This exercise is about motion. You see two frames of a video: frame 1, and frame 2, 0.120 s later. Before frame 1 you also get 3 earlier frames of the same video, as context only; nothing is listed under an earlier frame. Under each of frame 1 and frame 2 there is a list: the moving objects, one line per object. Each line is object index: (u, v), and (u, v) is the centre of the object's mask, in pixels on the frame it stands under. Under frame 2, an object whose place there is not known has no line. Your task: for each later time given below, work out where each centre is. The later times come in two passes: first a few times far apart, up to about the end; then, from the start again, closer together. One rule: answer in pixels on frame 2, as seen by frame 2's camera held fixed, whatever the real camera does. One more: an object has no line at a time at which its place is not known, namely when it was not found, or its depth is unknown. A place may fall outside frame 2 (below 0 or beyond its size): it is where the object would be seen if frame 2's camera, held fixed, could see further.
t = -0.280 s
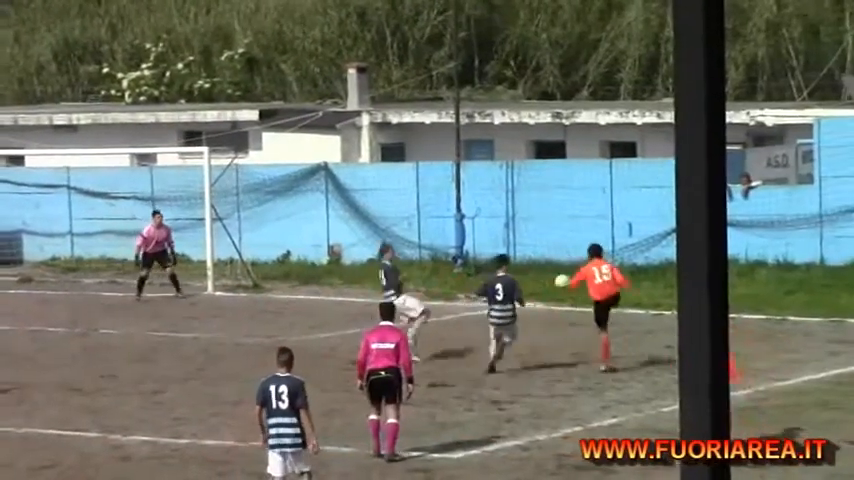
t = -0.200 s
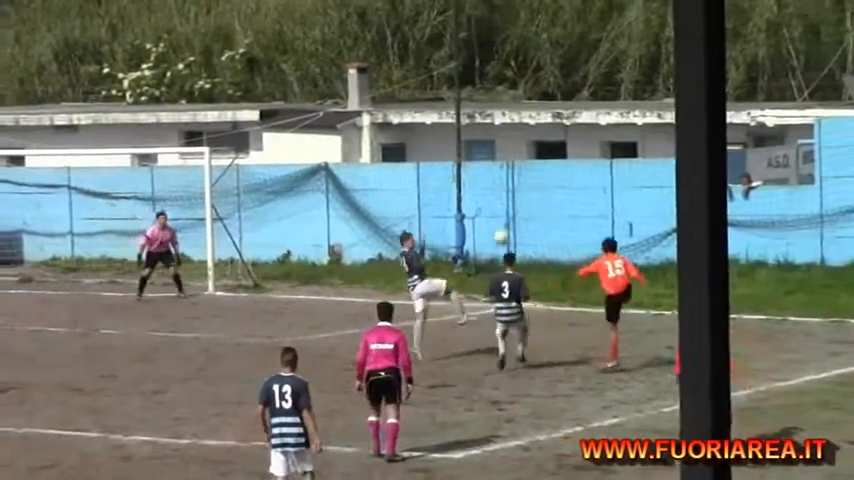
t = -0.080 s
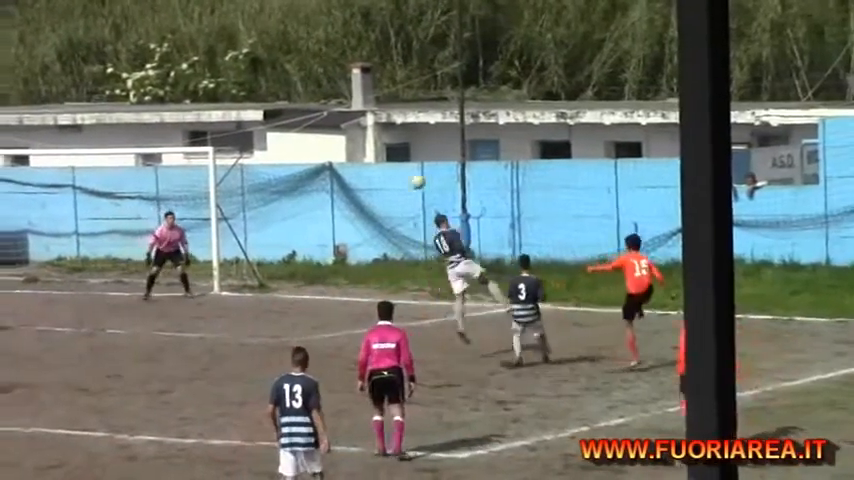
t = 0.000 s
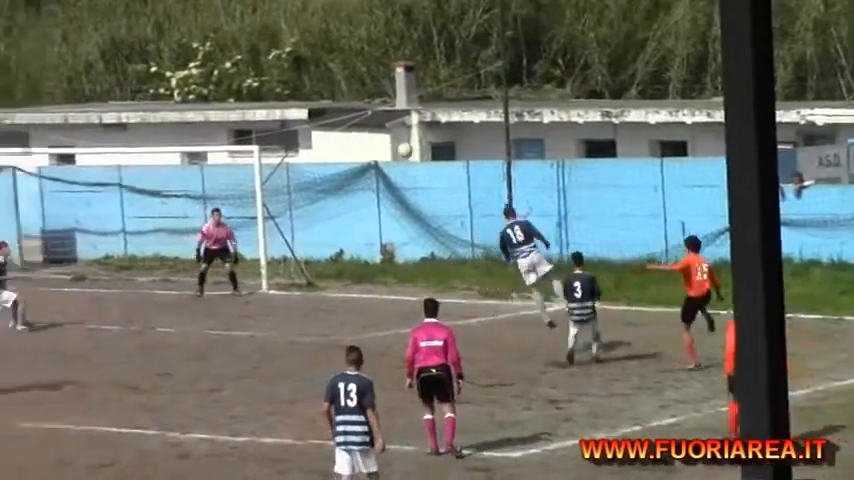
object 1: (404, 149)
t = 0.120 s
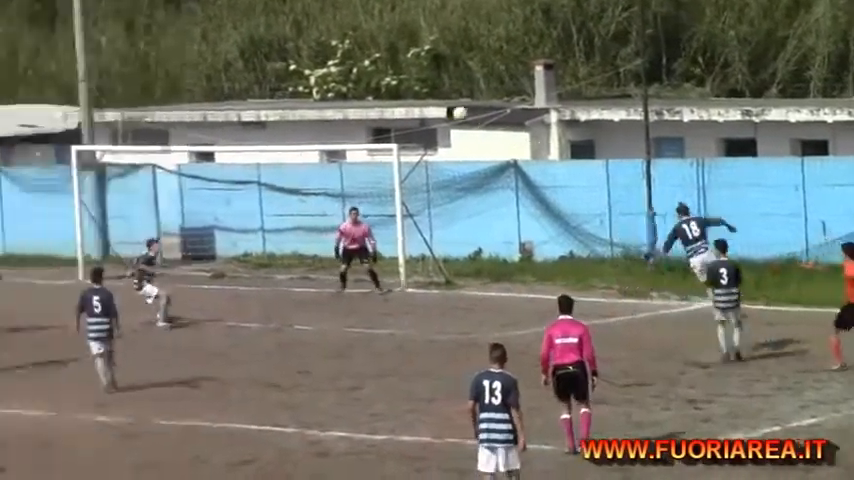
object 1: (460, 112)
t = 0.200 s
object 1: (407, 96)
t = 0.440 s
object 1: (258, 77)
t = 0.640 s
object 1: (148, 92)
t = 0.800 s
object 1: (66, 123)
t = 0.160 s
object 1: (433, 104)
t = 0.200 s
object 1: (407, 96)
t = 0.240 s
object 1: (380, 91)
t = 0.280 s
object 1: (355, 85)
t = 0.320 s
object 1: (330, 81)
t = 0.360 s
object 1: (306, 79)
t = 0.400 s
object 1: (281, 77)
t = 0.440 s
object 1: (258, 77)
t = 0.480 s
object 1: (236, 77)
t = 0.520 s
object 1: (213, 79)
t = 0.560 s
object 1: (191, 83)
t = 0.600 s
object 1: (169, 87)
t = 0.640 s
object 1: (148, 92)
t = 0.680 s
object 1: (127, 98)
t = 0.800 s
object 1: (66, 123)
